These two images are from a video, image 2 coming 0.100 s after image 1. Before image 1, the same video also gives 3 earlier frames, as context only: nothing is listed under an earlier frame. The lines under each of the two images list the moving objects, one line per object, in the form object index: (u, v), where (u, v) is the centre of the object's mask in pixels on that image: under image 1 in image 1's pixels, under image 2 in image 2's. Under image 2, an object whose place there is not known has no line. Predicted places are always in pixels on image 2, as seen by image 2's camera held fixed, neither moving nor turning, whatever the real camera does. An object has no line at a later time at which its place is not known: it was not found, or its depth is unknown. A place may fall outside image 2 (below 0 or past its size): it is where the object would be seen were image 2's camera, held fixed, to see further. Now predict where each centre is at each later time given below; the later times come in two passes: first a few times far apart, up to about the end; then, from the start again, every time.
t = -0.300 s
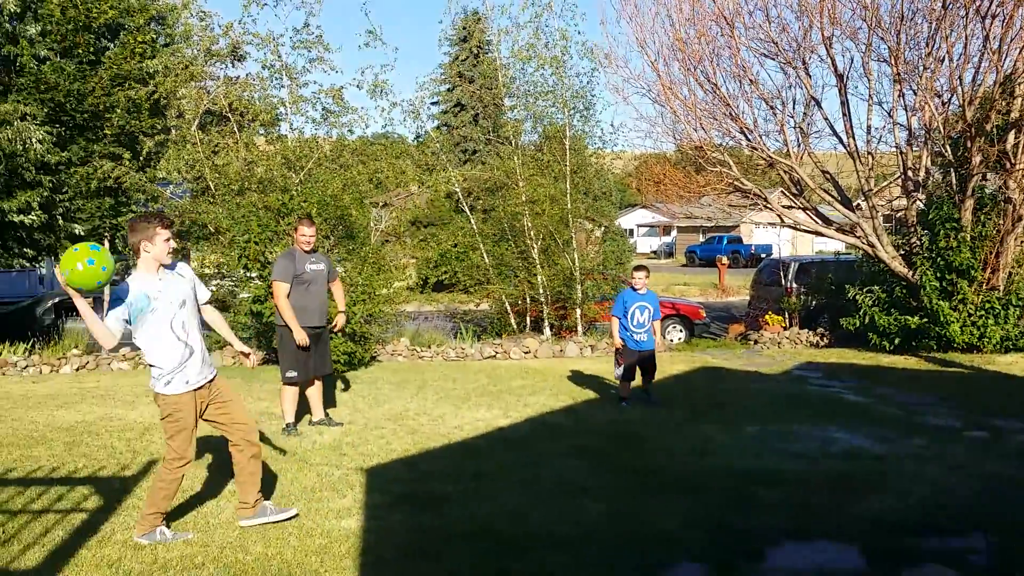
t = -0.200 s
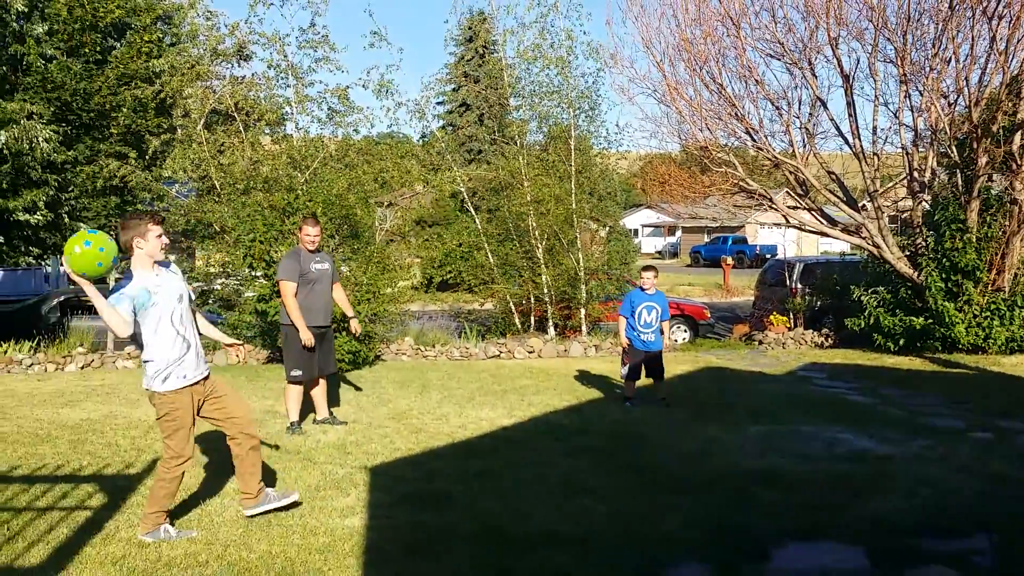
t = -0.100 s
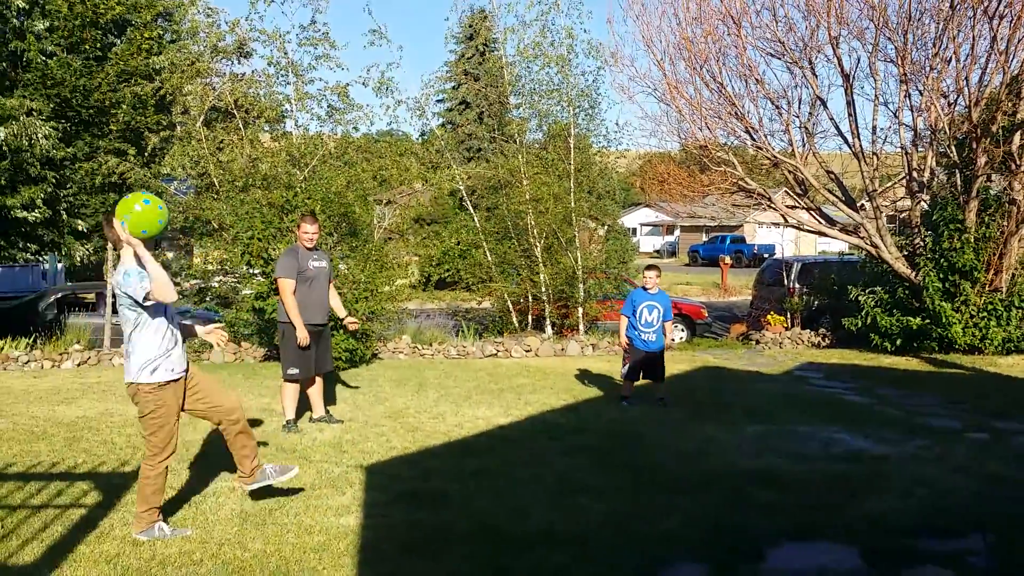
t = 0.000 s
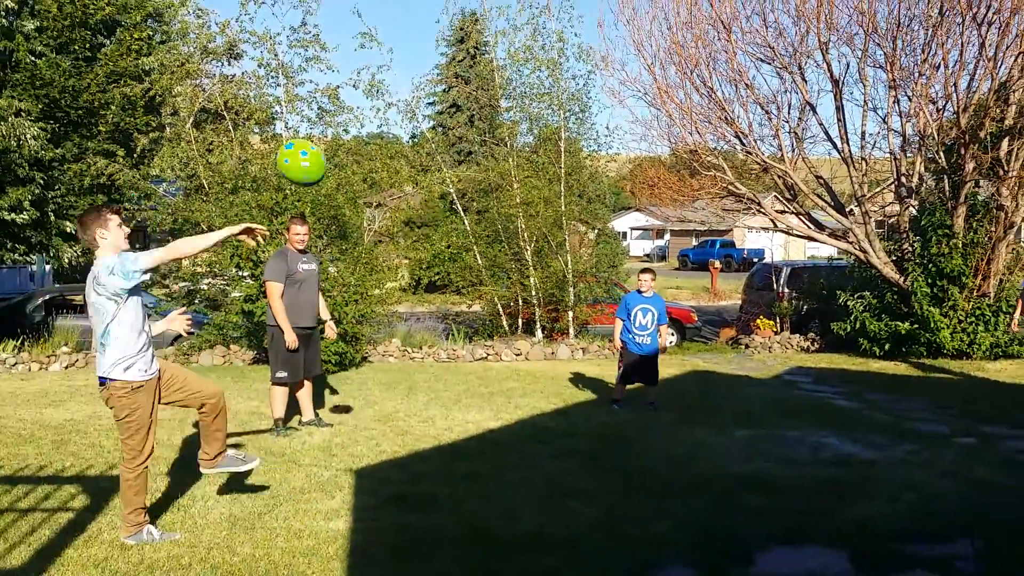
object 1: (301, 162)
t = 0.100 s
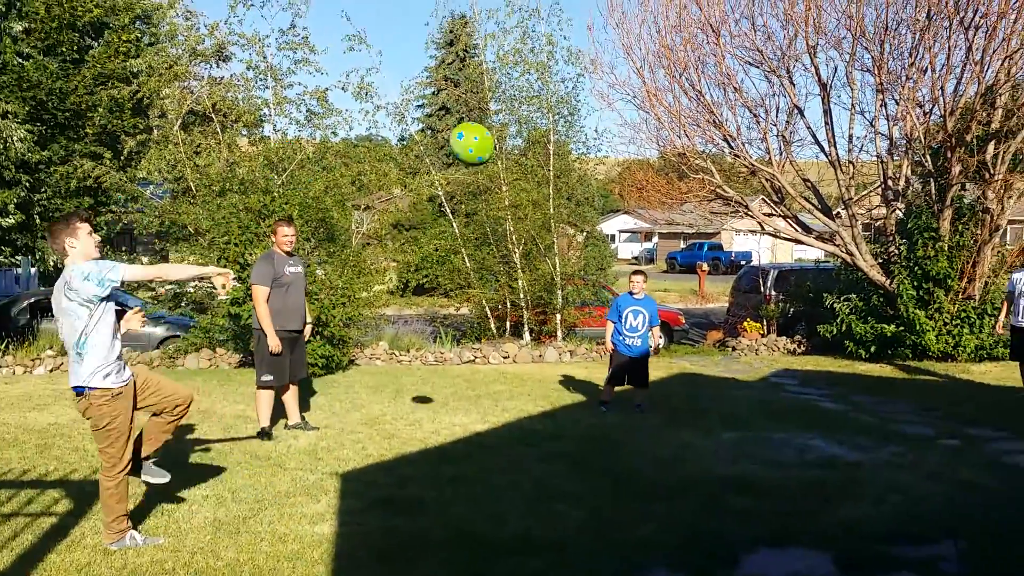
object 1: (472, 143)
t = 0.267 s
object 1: (719, 146)
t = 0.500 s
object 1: (974, 215)
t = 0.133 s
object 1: (526, 141)
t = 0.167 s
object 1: (578, 140)
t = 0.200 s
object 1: (627, 141)
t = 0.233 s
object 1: (674, 143)
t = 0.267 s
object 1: (719, 146)
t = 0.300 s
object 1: (761, 152)
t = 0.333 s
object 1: (801, 159)
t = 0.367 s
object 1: (839, 168)
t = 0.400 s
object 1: (875, 178)
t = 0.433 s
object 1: (911, 189)
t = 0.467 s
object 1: (945, 202)
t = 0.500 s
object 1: (974, 215)
